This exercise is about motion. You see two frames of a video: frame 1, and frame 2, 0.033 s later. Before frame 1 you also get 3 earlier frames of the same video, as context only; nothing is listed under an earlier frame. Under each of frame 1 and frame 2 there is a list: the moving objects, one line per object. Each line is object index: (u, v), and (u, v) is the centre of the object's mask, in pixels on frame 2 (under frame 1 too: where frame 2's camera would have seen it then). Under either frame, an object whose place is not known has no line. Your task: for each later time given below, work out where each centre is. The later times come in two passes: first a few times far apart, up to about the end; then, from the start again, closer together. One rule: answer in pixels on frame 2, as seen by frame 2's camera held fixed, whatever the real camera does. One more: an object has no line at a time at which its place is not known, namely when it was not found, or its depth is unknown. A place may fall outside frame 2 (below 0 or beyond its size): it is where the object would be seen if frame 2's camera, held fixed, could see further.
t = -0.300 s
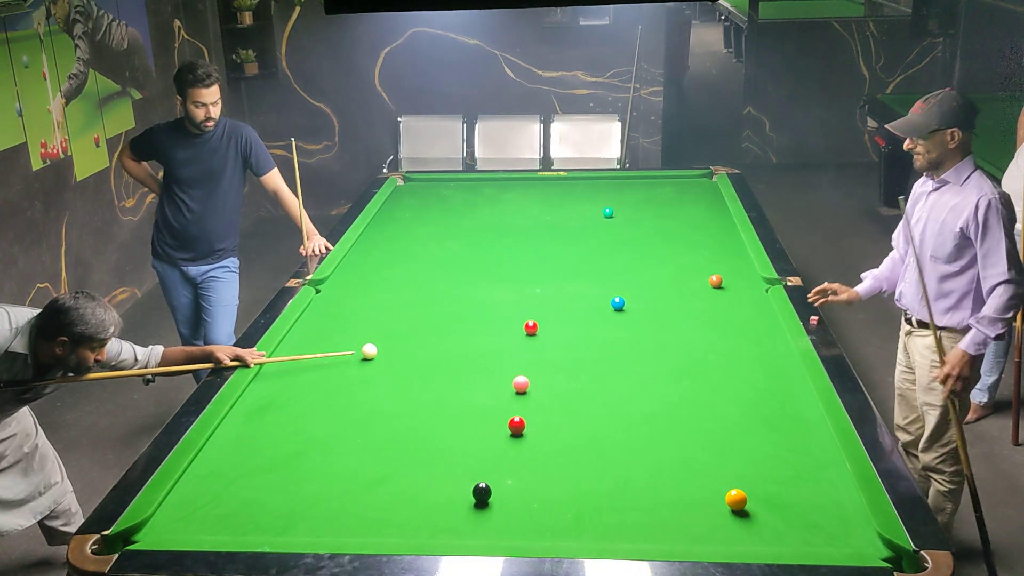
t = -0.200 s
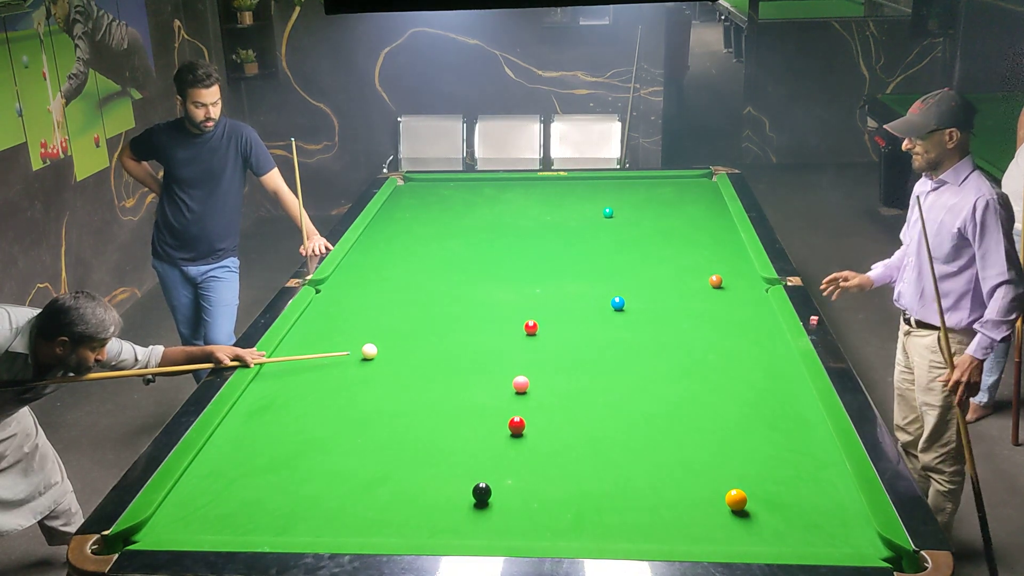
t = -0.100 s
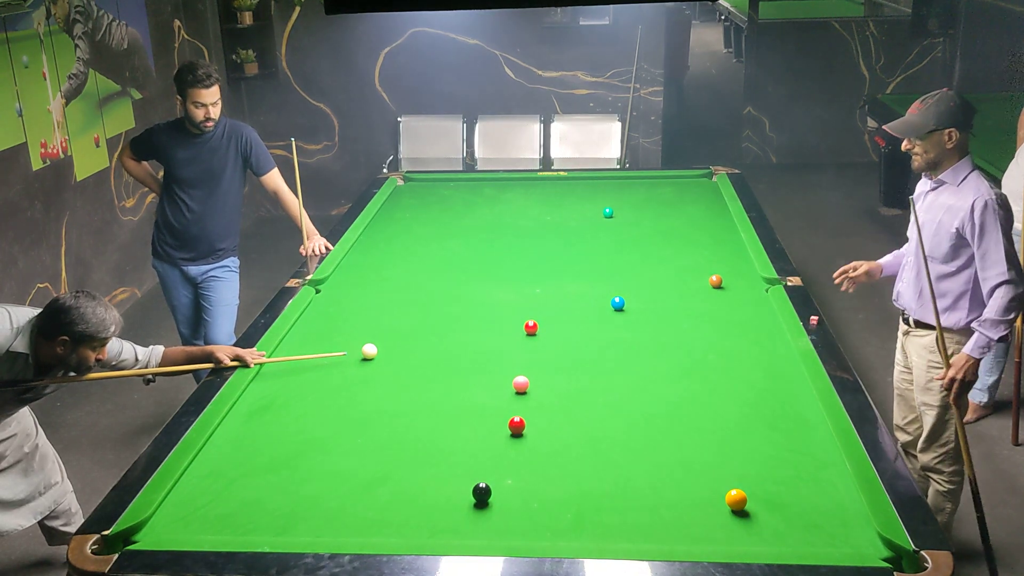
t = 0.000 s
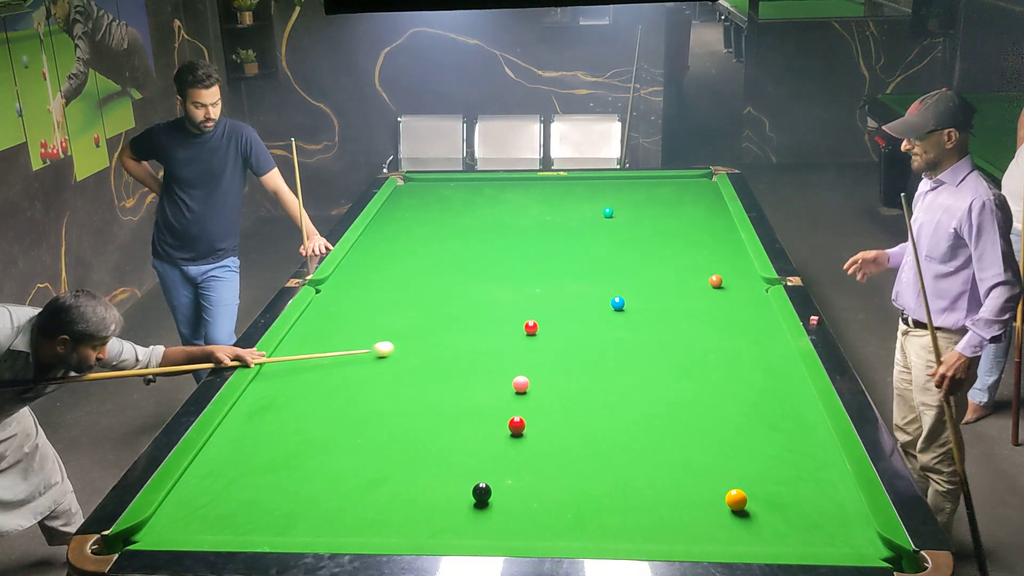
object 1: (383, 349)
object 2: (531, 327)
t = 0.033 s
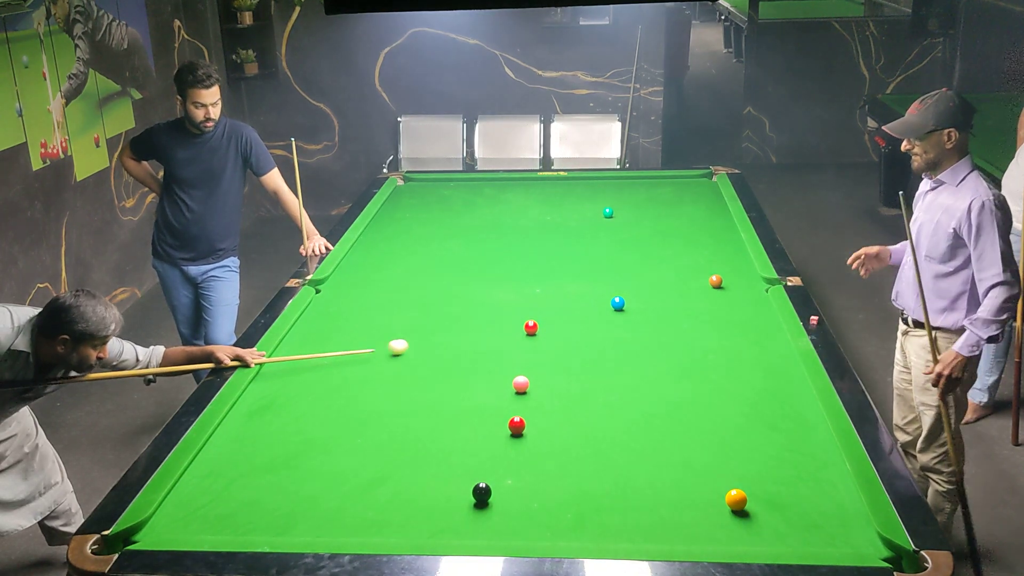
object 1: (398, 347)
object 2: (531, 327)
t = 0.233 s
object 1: (470, 336)
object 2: (531, 327)
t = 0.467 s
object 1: (522, 330)
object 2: (552, 323)
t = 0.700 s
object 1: (542, 330)
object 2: (595, 315)
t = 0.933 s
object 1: (561, 330)
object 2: (635, 307)
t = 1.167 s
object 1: (579, 329)
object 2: (672, 301)
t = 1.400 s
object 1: (595, 329)
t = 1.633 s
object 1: (609, 329)
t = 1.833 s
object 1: (620, 328)
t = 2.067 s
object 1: (631, 328)
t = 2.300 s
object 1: (641, 328)
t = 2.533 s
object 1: (650, 328)
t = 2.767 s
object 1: (656, 328)
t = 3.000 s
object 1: (661, 328)
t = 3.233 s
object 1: (663, 327)
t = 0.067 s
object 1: (412, 344)
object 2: (531, 327)
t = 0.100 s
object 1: (425, 343)
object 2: (531, 327)
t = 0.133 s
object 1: (437, 341)
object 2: (531, 327)
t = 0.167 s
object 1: (448, 339)
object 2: (531, 327)
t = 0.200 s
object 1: (459, 338)
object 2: (531, 327)
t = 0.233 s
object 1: (470, 336)
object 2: (531, 327)
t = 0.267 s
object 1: (481, 335)
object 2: (531, 327)
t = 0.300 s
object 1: (492, 333)
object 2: (531, 327)
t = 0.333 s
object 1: (502, 332)
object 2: (531, 327)
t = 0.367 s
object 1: (513, 330)
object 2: (531, 327)
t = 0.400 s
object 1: (518, 330)
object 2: (536, 326)
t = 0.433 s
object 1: (520, 330)
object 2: (544, 324)
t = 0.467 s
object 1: (522, 330)
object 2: (552, 323)
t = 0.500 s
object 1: (525, 330)
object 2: (559, 322)
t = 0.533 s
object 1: (528, 330)
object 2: (565, 320)
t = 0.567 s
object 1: (531, 330)
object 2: (571, 319)
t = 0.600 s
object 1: (534, 330)
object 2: (577, 318)
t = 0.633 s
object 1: (537, 330)
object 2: (583, 317)
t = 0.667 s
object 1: (540, 330)
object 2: (590, 316)
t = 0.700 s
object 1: (542, 330)
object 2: (595, 315)
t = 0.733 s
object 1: (545, 330)
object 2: (601, 314)
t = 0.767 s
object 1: (548, 330)
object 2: (607, 313)
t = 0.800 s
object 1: (551, 330)
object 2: (612, 312)
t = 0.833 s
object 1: (554, 330)
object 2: (618, 310)
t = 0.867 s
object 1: (556, 330)
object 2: (624, 309)
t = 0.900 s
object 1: (559, 330)
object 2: (629, 308)
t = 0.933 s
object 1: (561, 330)
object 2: (635, 307)
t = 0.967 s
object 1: (564, 330)
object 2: (640, 306)
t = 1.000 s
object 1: (566, 330)
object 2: (645, 305)
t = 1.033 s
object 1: (569, 330)
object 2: (651, 304)
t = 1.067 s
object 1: (571, 330)
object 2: (656, 303)
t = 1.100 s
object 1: (574, 329)
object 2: (661, 302)
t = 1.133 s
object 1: (576, 329)
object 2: (667, 301)
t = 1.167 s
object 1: (579, 329)
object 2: (672, 301)
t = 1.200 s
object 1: (581, 329)
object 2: (677, 299)
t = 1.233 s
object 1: (583, 329)
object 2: (682, 299)
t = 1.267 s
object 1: (586, 329)
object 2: (687, 298)
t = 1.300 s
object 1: (588, 329)
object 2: (692, 297)
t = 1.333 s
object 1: (590, 329)
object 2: (697, 296)
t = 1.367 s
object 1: (592, 329)
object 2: (702, 295)
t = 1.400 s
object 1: (595, 329)
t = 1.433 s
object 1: (597, 329)
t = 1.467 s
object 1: (599, 329)
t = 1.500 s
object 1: (601, 329)
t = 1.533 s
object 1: (603, 329)
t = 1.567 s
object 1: (605, 329)
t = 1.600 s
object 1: (607, 329)
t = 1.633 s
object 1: (609, 329)
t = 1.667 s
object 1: (611, 329)
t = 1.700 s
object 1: (613, 329)
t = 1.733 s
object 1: (615, 329)
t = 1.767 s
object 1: (616, 328)
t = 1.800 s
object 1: (618, 328)
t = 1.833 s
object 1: (620, 328)
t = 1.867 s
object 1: (622, 328)
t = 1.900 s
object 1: (624, 328)
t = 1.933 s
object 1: (625, 328)
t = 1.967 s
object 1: (627, 328)
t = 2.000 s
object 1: (628, 328)
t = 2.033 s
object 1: (630, 328)
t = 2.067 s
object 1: (631, 328)
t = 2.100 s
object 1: (633, 328)
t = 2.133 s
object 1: (635, 328)
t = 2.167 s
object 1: (636, 328)
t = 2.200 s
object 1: (637, 328)
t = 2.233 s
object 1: (639, 328)
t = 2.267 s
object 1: (640, 328)
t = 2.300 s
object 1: (641, 328)
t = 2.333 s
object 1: (643, 328)
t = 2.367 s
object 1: (644, 328)
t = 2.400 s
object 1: (645, 328)
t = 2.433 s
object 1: (646, 328)
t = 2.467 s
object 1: (647, 328)
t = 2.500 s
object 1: (649, 328)
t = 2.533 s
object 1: (650, 328)
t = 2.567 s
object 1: (651, 328)
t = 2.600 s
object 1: (651, 328)
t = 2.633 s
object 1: (653, 328)
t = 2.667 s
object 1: (654, 328)
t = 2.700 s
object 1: (654, 328)
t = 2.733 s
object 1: (655, 328)
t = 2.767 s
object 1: (656, 328)
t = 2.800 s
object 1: (657, 328)
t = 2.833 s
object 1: (658, 328)
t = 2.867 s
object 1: (658, 328)
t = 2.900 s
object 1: (659, 328)
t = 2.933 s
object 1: (660, 328)
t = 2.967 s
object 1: (660, 328)
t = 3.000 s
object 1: (661, 328)
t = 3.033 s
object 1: (661, 328)
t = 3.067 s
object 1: (662, 328)
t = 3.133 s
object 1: (662, 328)
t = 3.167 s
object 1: (663, 328)
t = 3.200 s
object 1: (663, 327)
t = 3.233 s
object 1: (663, 327)
